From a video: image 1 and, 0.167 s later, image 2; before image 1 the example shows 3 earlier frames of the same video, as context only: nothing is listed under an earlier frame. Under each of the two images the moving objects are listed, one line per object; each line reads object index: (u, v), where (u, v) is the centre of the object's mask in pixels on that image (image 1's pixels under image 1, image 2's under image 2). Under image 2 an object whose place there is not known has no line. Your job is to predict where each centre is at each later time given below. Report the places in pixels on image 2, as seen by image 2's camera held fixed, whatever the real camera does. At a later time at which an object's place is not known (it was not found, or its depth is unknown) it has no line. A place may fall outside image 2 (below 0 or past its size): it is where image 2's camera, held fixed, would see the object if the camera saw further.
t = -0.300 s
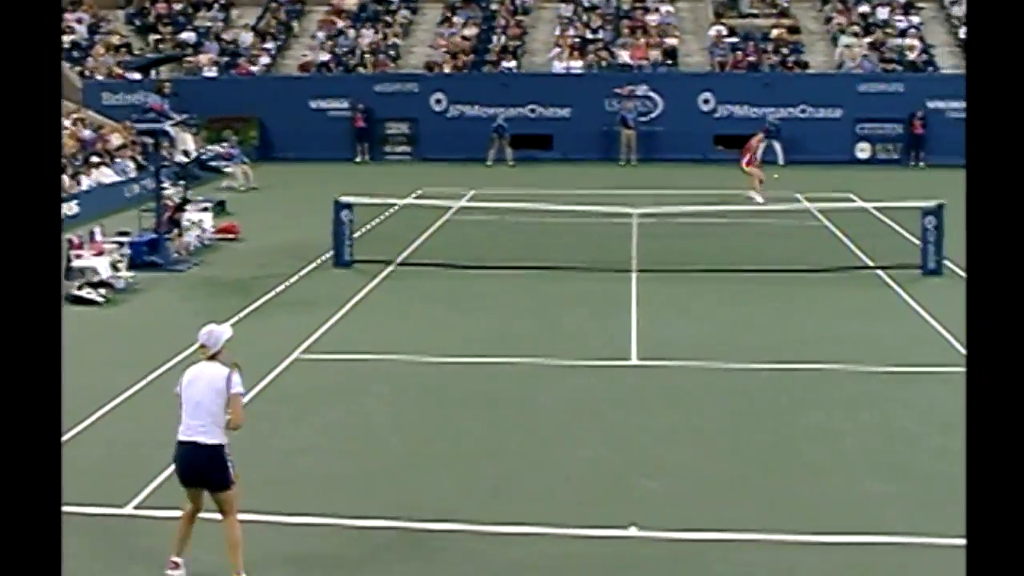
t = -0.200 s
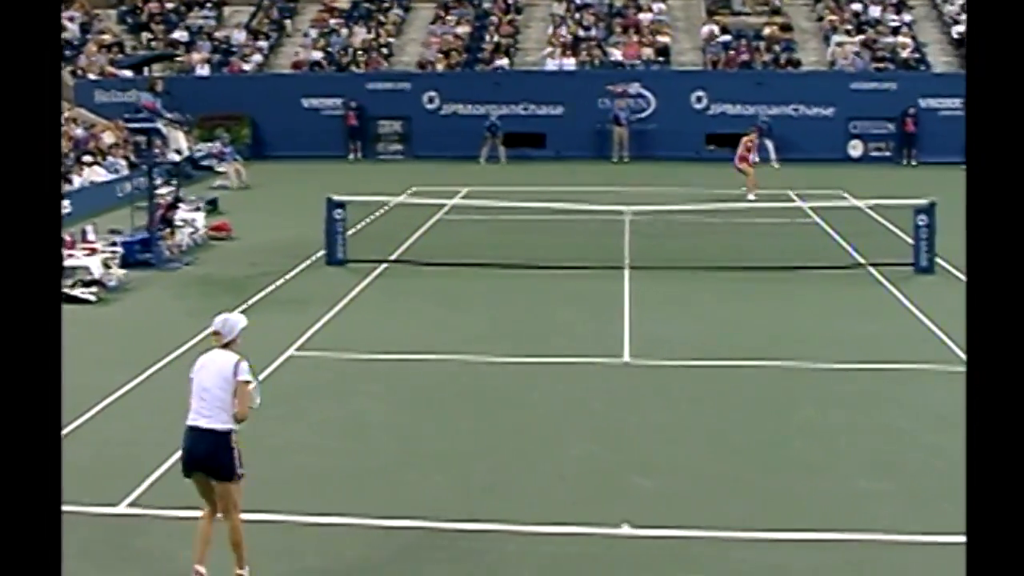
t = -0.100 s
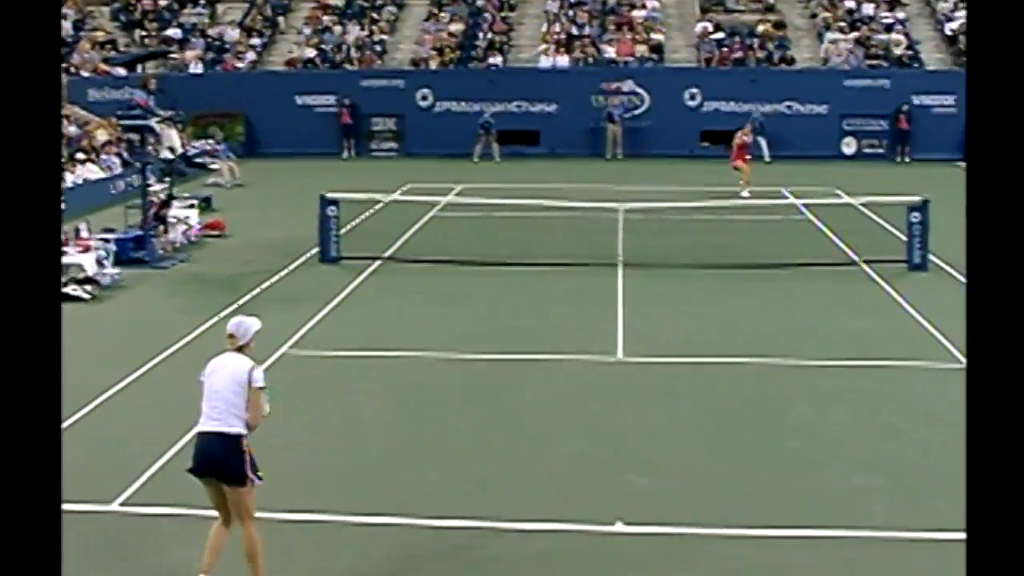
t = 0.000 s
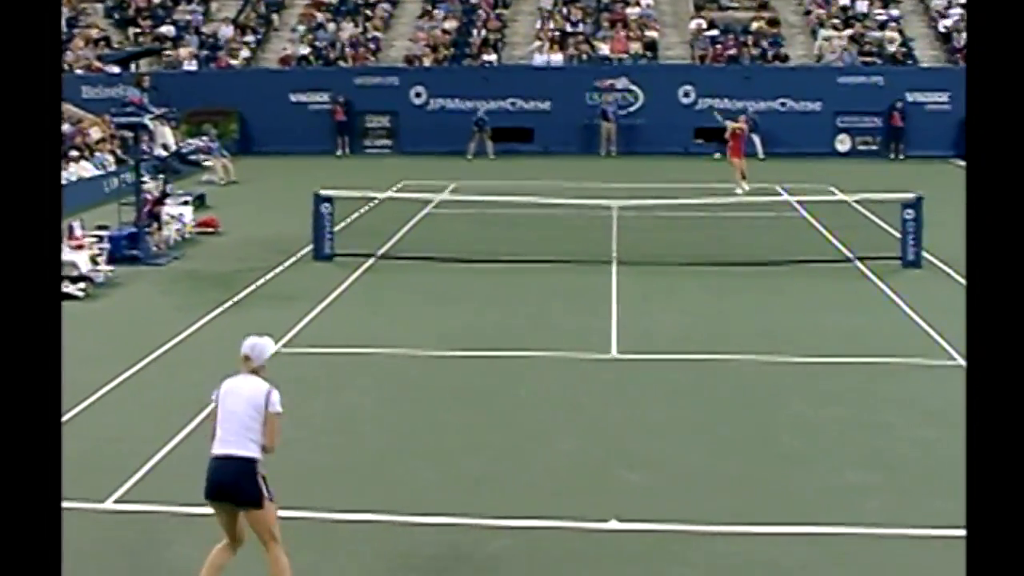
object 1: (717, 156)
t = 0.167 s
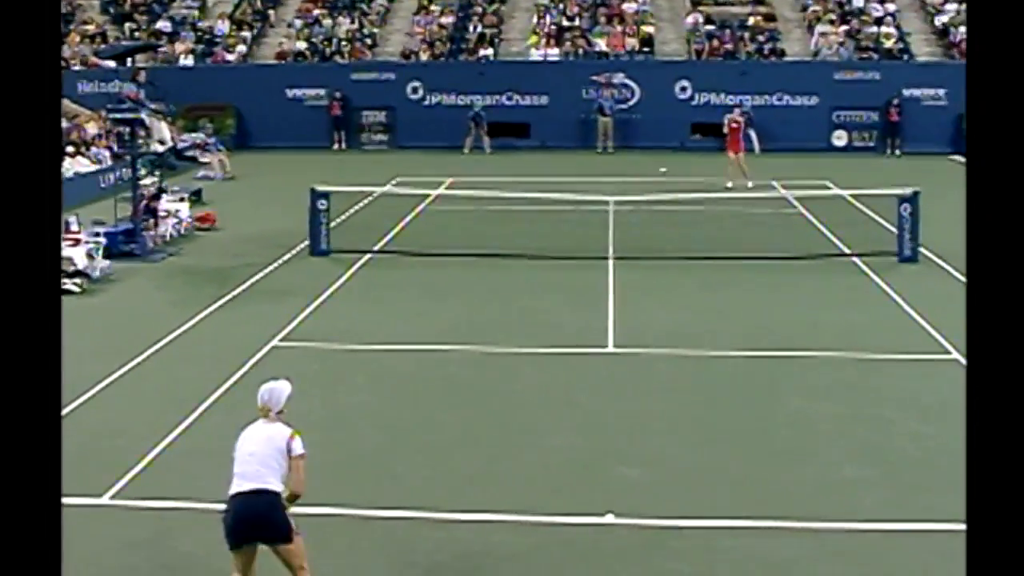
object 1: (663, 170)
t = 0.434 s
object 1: (547, 271)
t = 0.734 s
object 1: (370, 381)
